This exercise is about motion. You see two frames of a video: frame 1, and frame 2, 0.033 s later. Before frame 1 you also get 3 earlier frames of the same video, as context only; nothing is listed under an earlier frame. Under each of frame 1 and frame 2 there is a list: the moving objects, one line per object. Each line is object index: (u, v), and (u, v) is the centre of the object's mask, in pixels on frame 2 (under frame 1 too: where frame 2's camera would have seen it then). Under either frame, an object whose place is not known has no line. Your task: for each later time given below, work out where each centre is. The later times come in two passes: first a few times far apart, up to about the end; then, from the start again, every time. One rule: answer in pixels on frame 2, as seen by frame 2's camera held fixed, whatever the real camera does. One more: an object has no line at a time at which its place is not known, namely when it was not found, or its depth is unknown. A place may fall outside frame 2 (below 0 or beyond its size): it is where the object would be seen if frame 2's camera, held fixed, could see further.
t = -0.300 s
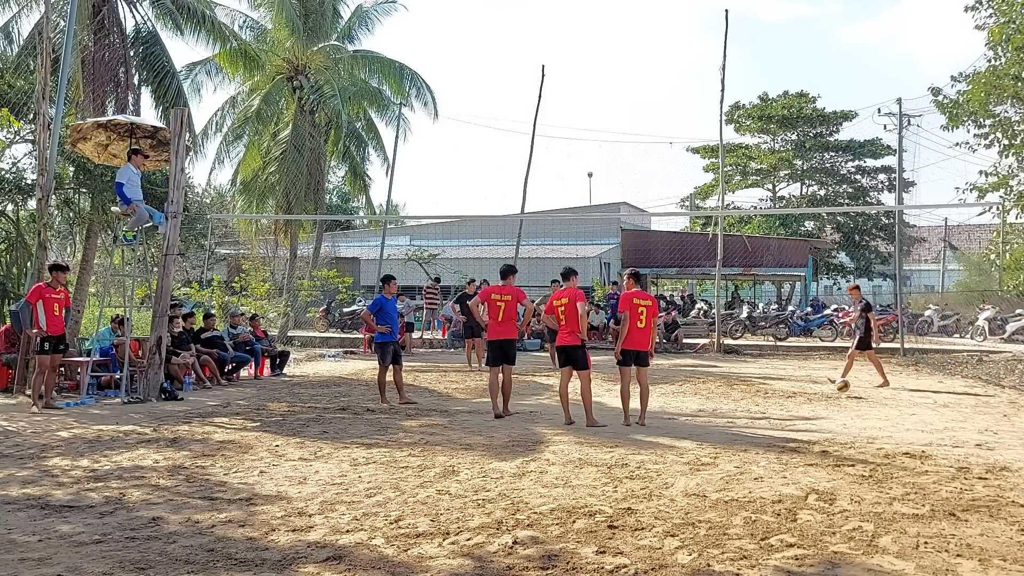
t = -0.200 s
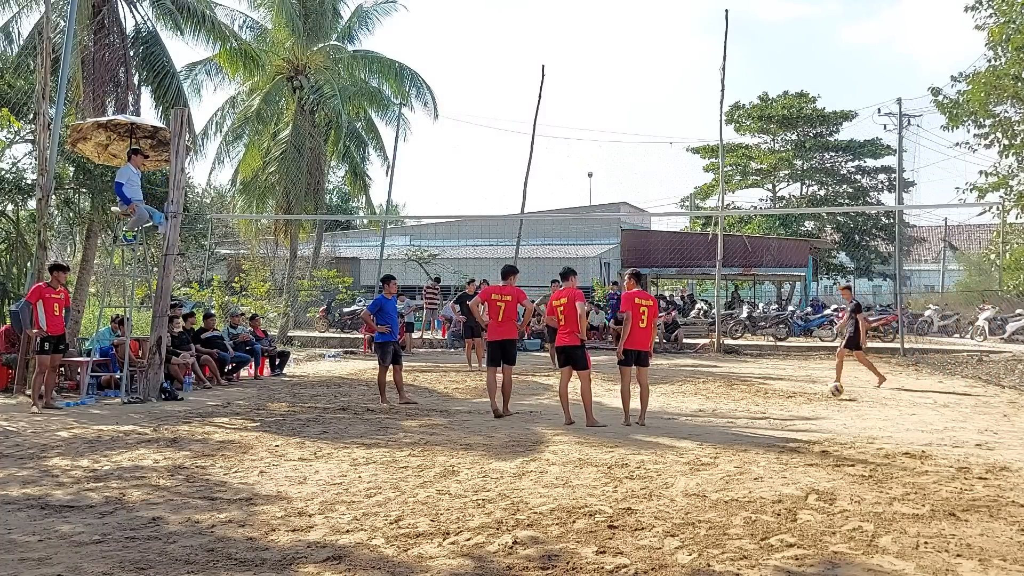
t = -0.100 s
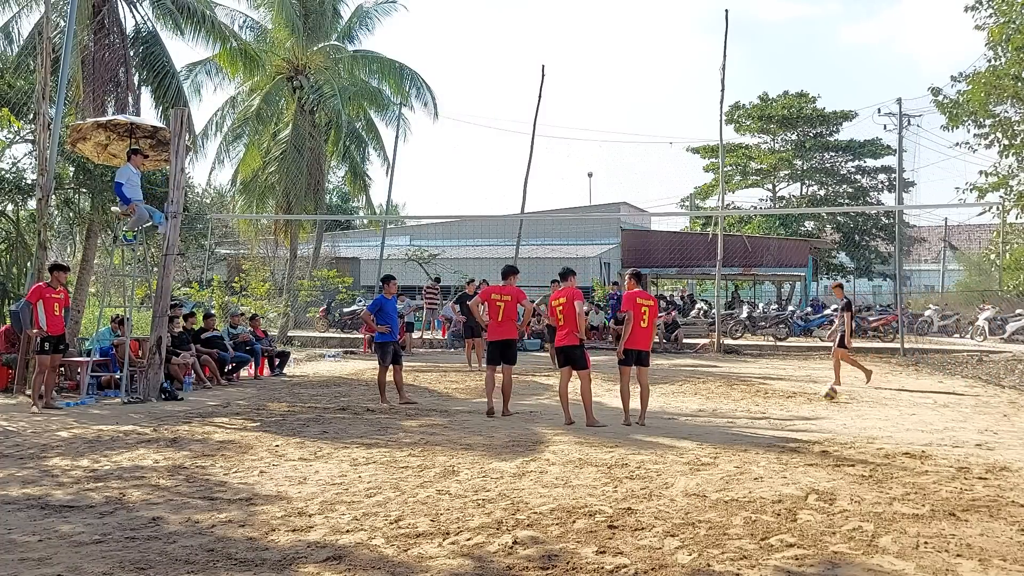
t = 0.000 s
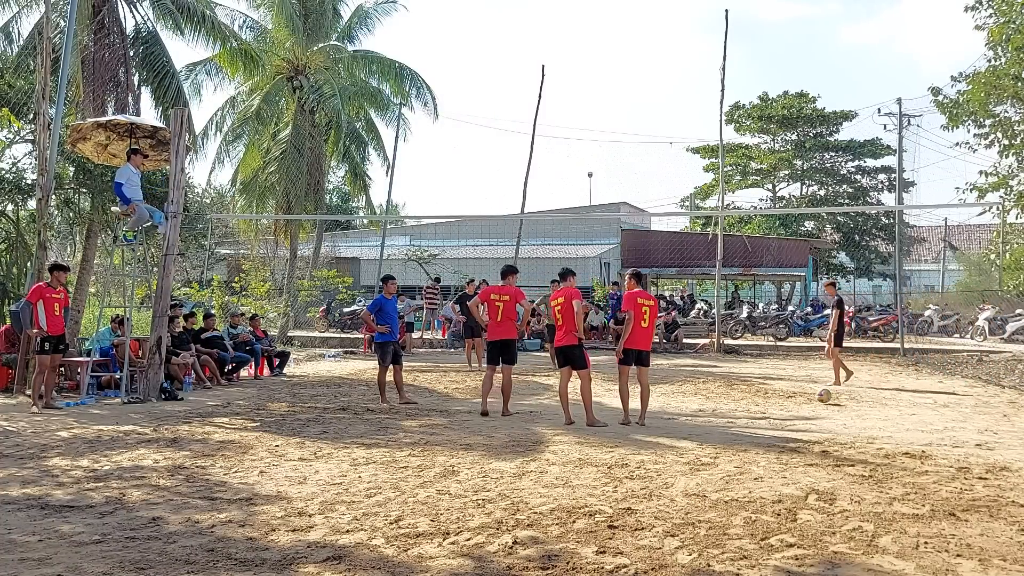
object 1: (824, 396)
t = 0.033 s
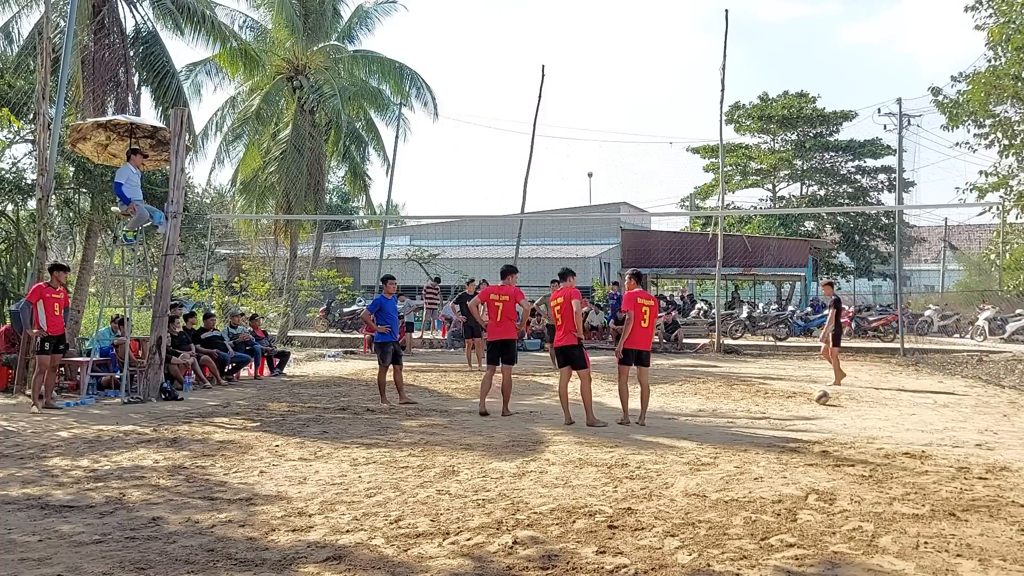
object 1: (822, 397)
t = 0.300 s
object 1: (803, 403)
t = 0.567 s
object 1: (778, 408)
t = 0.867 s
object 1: (748, 411)
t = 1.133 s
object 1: (718, 414)
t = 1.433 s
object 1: (675, 426)
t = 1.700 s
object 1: (635, 429)
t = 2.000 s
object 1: (580, 444)
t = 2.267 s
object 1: (525, 451)
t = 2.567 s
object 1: (454, 464)
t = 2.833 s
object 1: (388, 468)
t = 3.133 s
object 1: (312, 483)
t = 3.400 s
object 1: (237, 493)
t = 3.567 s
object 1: (191, 502)
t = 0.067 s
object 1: (820, 398)
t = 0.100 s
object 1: (818, 396)
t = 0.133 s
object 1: (815, 395)
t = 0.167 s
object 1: (812, 395)
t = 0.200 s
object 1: (810, 396)
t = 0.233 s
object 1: (807, 398)
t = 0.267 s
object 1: (806, 400)
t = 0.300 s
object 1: (803, 403)
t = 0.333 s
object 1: (800, 402)
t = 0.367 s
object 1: (797, 401)
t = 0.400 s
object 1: (794, 402)
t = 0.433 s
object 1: (791, 404)
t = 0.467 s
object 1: (789, 406)
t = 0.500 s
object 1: (784, 407)
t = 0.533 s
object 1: (781, 407)
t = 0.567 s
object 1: (778, 408)
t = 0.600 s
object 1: (774, 410)
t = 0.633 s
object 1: (770, 411)
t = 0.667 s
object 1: (767, 408)
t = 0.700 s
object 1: (764, 407)
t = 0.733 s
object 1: (761, 405)
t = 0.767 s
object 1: (758, 406)
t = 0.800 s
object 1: (754, 407)
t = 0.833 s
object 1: (751, 409)
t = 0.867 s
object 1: (748, 411)
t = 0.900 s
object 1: (744, 416)
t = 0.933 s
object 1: (740, 416)
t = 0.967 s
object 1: (737, 414)
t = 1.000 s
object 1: (733, 412)
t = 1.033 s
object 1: (729, 411)
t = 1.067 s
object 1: (725, 411)
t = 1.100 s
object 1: (721, 412)
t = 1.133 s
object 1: (718, 414)
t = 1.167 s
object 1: (713, 417)
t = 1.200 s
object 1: (709, 421)
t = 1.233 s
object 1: (705, 426)
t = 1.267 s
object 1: (700, 423)
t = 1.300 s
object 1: (696, 421)
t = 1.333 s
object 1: (691, 422)
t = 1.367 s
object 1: (686, 422)
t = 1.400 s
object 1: (682, 424)
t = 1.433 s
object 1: (675, 426)
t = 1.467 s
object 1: (671, 430)
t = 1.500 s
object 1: (665, 432)
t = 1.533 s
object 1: (660, 428)
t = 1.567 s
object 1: (657, 426)
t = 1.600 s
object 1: (651, 425)
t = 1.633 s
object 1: (646, 425)
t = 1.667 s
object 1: (639, 426)
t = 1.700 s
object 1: (635, 429)
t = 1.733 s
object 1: (631, 433)
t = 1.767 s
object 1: (625, 439)
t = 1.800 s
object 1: (619, 439)
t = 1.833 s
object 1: (613, 437)
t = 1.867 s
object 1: (607, 437)
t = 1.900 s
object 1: (600, 439)
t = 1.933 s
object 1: (593, 441)
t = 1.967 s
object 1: (587, 445)
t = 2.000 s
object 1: (580, 444)
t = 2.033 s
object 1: (574, 442)
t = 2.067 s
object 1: (568, 441)
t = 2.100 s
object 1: (561, 442)
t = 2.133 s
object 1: (554, 444)
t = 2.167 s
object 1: (547, 448)
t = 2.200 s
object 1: (540, 453)
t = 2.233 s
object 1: (533, 452)
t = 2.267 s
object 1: (525, 451)
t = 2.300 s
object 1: (517, 451)
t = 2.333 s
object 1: (510, 453)
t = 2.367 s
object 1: (502, 456)
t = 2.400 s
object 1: (494, 458)
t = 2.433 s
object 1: (486, 460)
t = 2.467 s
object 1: (478, 461)
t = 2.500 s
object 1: (470, 460)
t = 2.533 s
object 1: (462, 462)
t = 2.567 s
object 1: (454, 464)
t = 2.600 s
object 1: (446, 465)
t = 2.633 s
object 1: (437, 465)
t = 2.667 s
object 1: (430, 467)
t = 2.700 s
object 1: (420, 468)
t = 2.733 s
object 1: (412, 470)
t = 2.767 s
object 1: (403, 472)
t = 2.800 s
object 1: (396, 470)
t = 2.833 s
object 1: (388, 468)
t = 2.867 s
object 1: (380, 467)
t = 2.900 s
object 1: (372, 468)
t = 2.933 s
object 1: (364, 471)
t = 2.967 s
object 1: (356, 476)
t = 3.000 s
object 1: (347, 478)
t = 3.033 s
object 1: (339, 477)
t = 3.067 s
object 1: (330, 478)
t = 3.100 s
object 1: (321, 479)
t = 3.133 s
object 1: (312, 483)
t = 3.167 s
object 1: (304, 485)
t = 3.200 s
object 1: (295, 485)
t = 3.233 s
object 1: (285, 488)
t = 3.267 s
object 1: (275, 489)
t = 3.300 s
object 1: (266, 489)
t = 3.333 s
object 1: (257, 491)
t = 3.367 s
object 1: (248, 493)
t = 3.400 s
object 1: (237, 493)
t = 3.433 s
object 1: (228, 496)
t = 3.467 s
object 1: (218, 498)
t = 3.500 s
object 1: (209, 498)
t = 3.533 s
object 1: (203, 499)
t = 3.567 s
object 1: (191, 502)
